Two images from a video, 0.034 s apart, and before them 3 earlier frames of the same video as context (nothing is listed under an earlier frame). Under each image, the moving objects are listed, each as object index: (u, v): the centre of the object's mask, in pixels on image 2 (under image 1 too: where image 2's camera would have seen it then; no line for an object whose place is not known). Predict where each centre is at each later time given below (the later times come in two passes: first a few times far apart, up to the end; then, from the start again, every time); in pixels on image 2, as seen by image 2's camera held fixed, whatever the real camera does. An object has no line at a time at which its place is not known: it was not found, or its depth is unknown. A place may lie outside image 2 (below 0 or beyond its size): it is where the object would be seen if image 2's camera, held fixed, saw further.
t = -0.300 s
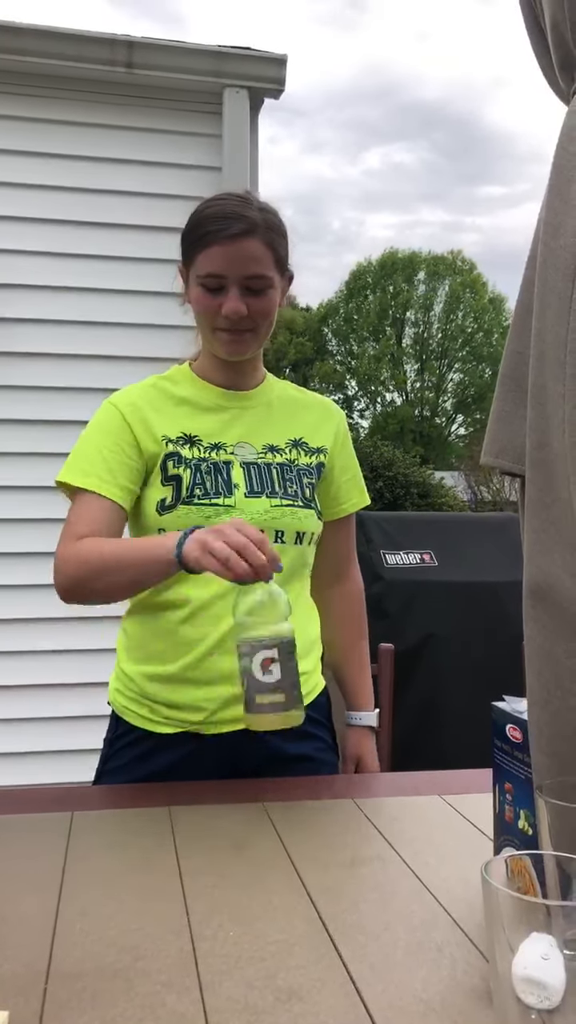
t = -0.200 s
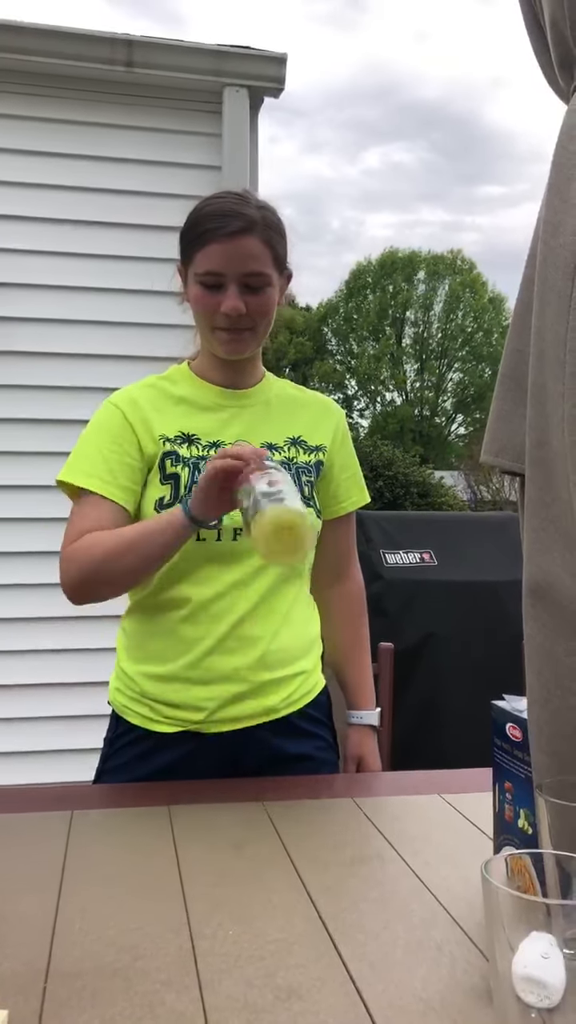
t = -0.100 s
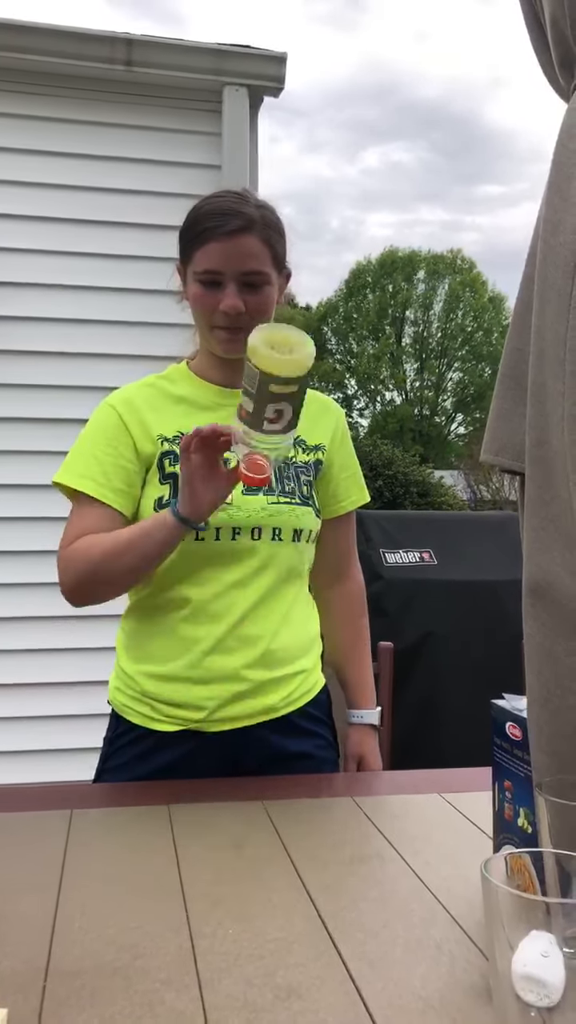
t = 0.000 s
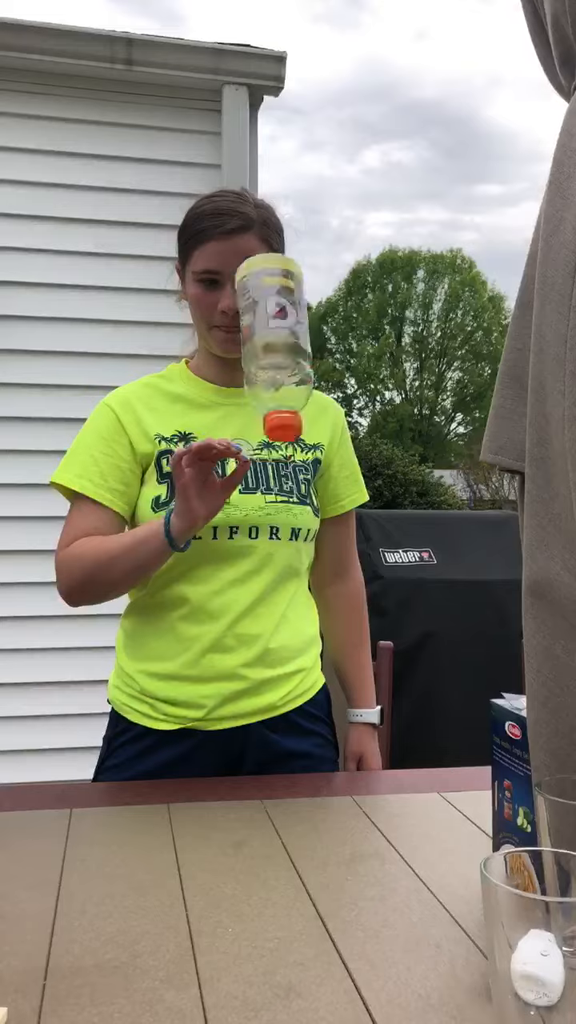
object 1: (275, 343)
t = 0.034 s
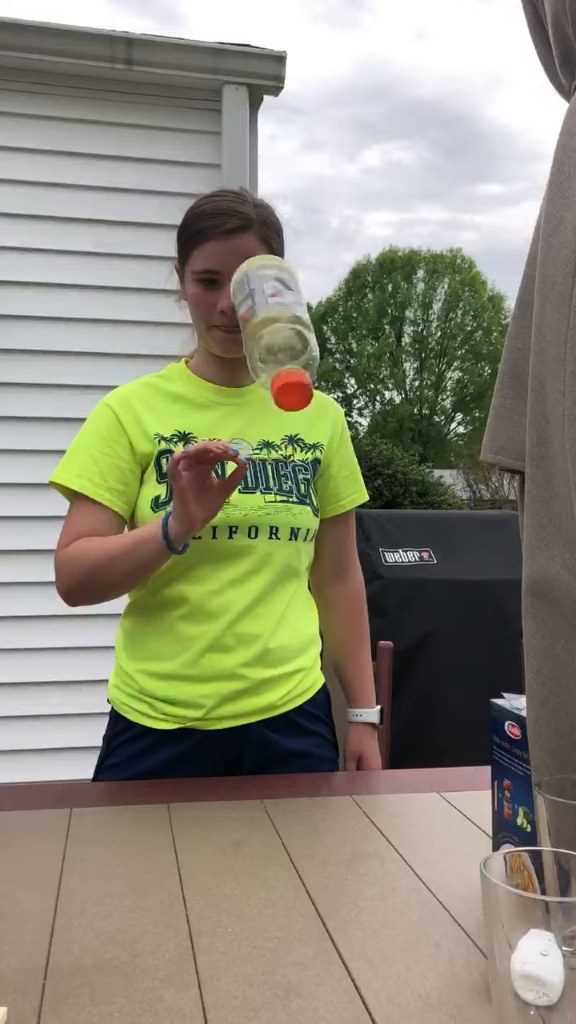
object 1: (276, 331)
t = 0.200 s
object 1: (263, 429)
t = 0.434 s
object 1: (237, 819)
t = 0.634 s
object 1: (208, 849)
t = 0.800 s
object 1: (201, 853)
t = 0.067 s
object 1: (275, 326)
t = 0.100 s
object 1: (273, 334)
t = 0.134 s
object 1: (271, 349)
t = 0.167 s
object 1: (267, 381)
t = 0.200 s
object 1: (263, 429)
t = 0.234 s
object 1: (258, 493)
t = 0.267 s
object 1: (254, 570)
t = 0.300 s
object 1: (250, 664)
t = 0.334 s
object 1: (245, 769)
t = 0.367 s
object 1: (241, 808)
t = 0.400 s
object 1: (238, 811)
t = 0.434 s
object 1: (237, 819)
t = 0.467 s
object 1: (235, 831)
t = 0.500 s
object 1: (232, 834)
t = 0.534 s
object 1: (226, 838)
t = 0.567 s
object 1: (219, 843)
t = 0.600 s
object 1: (212, 847)
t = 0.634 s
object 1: (208, 849)
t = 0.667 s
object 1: (204, 851)
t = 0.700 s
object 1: (202, 852)
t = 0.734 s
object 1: (201, 852)
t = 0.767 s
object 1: (200, 852)
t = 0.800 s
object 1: (201, 853)
